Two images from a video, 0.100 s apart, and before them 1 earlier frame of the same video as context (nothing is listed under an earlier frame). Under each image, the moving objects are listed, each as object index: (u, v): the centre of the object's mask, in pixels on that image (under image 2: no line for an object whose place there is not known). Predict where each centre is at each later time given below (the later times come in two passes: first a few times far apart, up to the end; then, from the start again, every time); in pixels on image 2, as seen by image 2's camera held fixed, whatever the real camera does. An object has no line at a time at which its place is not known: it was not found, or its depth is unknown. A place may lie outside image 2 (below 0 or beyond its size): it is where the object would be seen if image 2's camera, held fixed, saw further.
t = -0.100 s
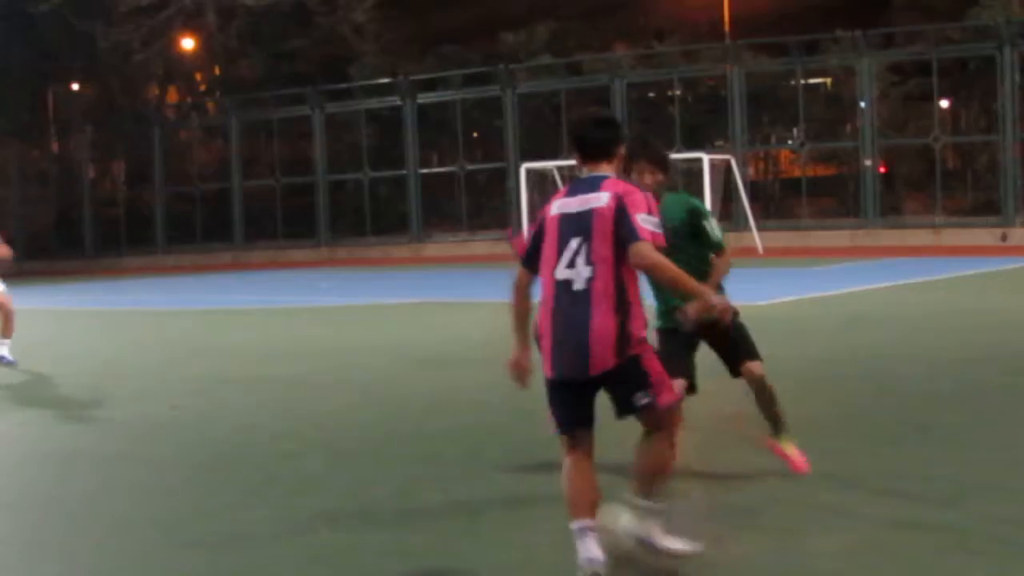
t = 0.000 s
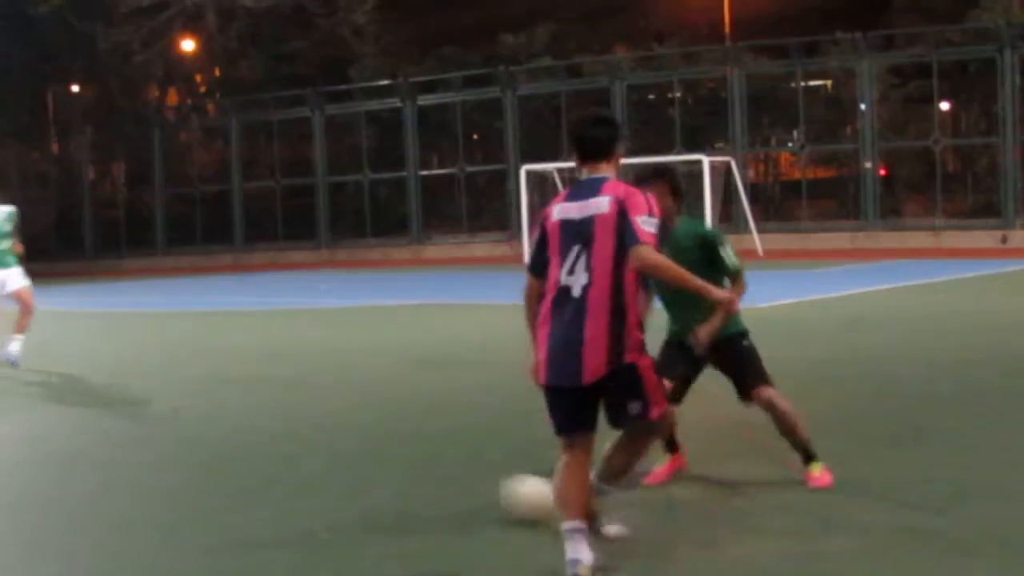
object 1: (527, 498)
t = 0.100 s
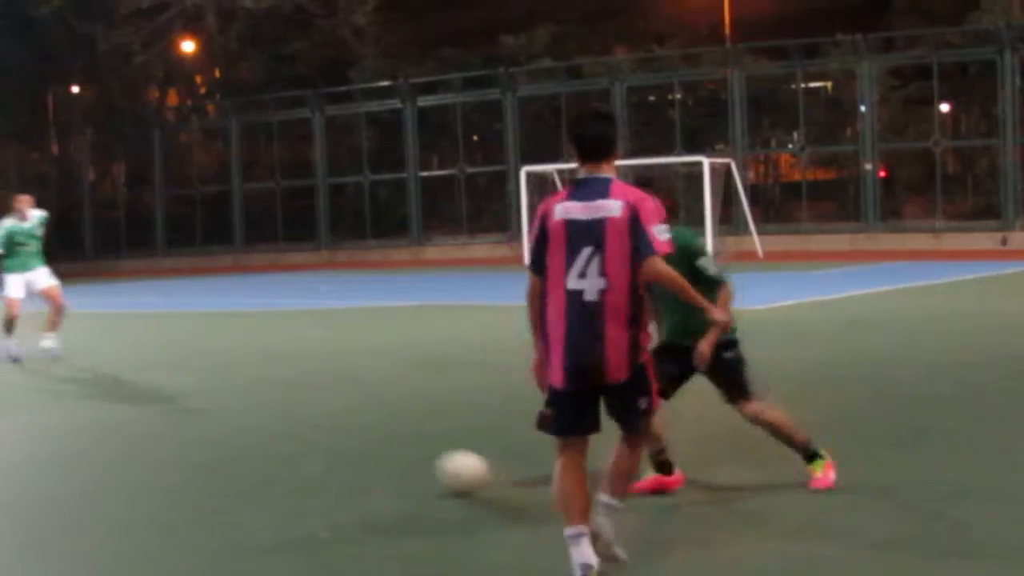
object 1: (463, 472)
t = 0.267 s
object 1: (385, 439)
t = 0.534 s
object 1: (301, 412)
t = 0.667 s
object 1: (268, 400)
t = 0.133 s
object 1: (443, 465)
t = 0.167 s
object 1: (428, 457)
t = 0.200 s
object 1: (412, 453)
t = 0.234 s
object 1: (398, 446)
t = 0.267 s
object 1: (385, 439)
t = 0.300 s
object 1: (373, 434)
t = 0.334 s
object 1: (362, 432)
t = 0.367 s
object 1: (351, 430)
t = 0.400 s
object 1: (341, 424)
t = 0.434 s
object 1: (329, 421)
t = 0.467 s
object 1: (320, 419)
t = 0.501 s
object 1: (310, 415)
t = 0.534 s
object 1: (301, 412)
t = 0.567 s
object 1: (292, 408)
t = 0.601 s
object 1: (284, 403)
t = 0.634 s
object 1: (276, 401)
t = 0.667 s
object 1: (268, 400)
